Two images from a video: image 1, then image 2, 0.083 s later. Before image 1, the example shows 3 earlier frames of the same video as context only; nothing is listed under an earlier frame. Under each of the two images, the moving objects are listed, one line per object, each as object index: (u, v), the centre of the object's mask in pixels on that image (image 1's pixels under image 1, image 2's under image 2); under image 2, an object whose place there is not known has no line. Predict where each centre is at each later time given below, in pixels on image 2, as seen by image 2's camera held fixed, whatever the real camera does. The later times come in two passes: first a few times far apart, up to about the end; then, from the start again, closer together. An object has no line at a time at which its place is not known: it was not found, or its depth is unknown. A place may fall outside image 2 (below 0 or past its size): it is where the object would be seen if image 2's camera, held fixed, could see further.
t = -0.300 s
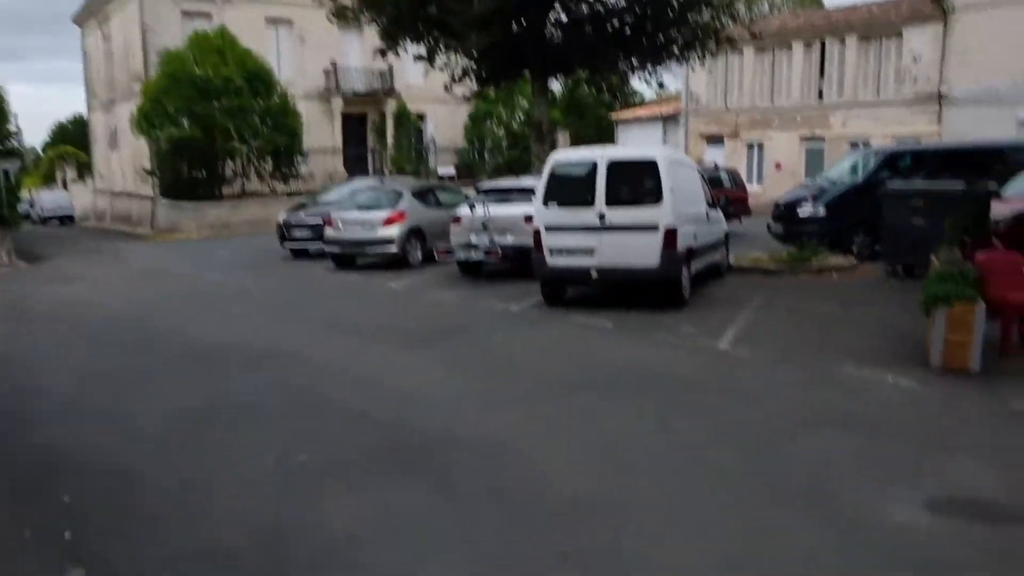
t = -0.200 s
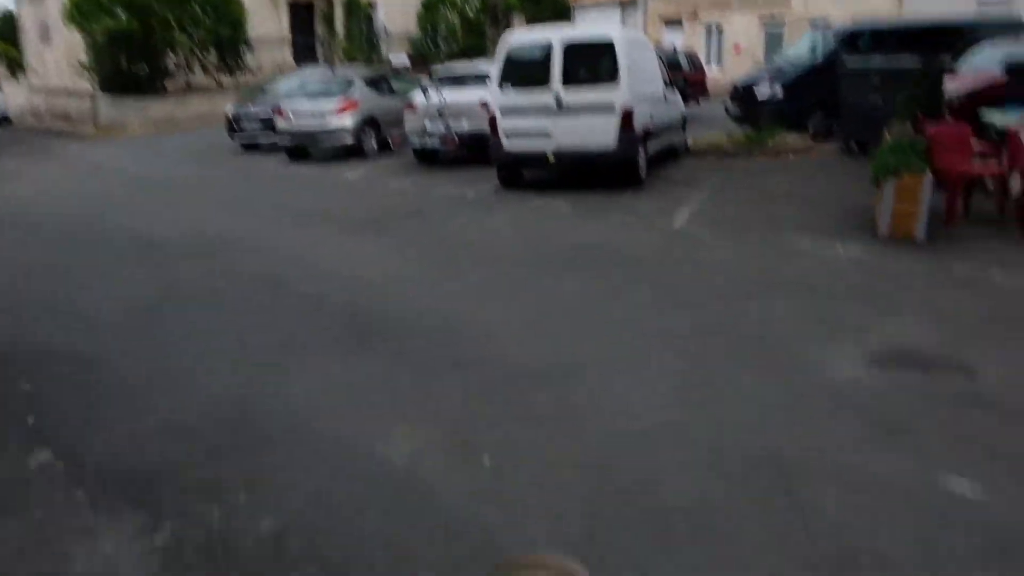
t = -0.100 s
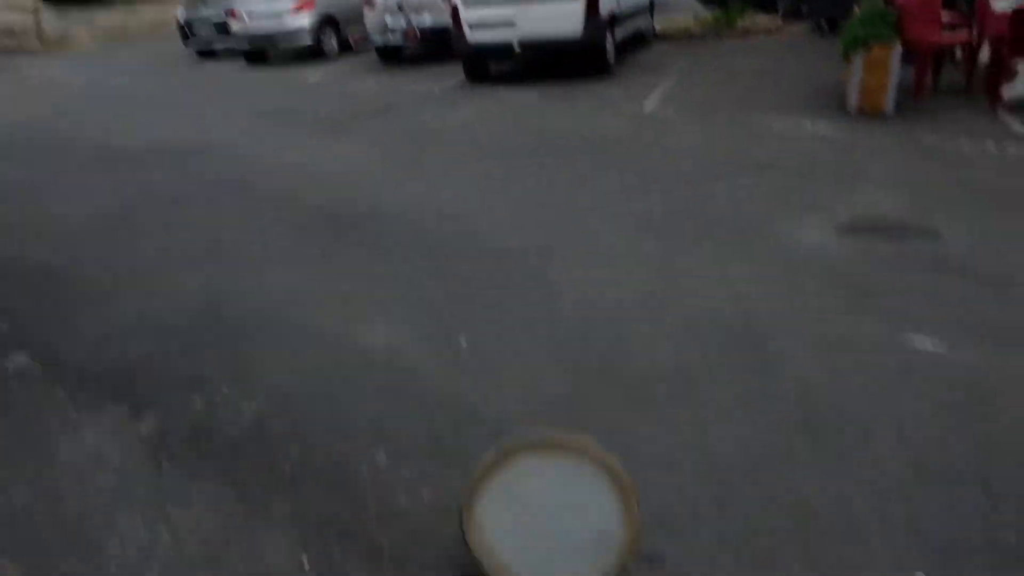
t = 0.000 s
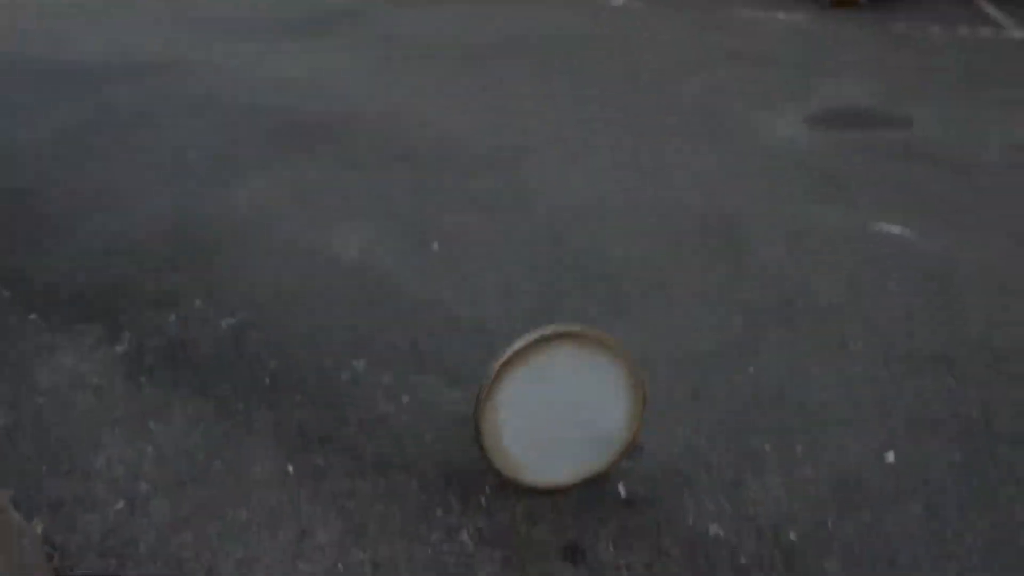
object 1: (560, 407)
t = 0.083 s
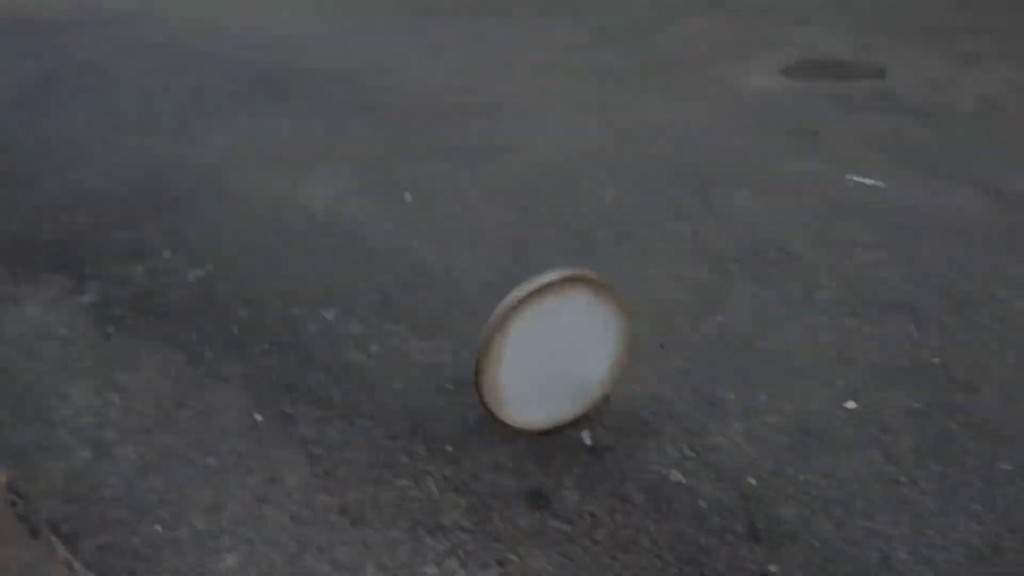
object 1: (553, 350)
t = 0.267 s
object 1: (611, 339)
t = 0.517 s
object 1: (691, 347)
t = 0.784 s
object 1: (761, 395)
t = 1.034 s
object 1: (718, 405)
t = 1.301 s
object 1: (728, 397)
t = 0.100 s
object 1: (557, 348)
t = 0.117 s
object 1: (563, 348)
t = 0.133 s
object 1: (569, 345)
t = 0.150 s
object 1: (573, 345)
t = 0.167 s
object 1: (578, 344)
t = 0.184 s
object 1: (584, 343)
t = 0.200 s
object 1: (591, 342)
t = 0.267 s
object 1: (611, 339)
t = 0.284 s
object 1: (615, 338)
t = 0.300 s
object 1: (619, 338)
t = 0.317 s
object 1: (626, 337)
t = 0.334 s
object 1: (630, 337)
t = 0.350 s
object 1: (636, 338)
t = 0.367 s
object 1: (643, 338)
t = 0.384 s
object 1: (648, 338)
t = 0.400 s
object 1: (653, 338)
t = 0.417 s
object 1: (659, 337)
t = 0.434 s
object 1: (663, 338)
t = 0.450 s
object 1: (669, 339)
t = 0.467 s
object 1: (675, 341)
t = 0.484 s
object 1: (680, 343)
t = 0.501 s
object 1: (685, 345)
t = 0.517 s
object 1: (691, 347)
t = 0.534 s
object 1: (697, 349)
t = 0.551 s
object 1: (702, 352)
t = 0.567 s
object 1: (710, 354)
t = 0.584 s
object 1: (722, 358)
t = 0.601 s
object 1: (725, 362)
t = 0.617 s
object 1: (732, 365)
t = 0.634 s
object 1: (738, 369)
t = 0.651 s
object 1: (743, 372)
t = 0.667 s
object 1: (747, 375)
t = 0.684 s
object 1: (751, 379)
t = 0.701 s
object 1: (753, 382)
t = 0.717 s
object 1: (756, 385)
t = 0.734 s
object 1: (757, 387)
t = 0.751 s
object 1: (759, 389)
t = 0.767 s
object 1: (760, 392)
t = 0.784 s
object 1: (761, 395)
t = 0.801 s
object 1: (761, 397)
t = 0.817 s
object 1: (760, 399)
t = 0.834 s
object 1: (758, 401)
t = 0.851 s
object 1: (756, 403)
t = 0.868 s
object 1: (753, 404)
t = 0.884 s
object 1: (750, 406)
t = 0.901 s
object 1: (747, 407)
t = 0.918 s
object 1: (743, 407)
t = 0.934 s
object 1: (740, 407)
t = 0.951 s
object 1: (736, 408)
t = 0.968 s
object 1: (733, 407)
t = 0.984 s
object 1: (729, 407)
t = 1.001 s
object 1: (725, 406)
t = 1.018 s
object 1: (722, 406)
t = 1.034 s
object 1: (718, 405)
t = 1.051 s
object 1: (715, 406)
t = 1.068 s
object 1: (712, 406)
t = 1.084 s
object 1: (710, 406)
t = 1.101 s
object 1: (708, 406)
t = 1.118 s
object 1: (708, 404)
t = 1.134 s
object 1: (707, 403)
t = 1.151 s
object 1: (709, 402)
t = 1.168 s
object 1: (711, 402)
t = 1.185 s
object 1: (713, 401)
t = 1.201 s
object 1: (716, 399)
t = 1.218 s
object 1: (719, 398)
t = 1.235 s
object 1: (722, 397)
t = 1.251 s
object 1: (724, 397)
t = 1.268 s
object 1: (725, 397)
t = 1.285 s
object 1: (727, 397)
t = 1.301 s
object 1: (728, 397)
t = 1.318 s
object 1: (728, 398)
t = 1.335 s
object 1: (728, 399)
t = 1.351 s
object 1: (728, 401)
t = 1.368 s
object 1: (728, 402)
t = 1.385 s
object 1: (727, 404)
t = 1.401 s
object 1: (727, 405)
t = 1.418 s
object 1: (726, 406)
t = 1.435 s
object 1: (726, 408)
